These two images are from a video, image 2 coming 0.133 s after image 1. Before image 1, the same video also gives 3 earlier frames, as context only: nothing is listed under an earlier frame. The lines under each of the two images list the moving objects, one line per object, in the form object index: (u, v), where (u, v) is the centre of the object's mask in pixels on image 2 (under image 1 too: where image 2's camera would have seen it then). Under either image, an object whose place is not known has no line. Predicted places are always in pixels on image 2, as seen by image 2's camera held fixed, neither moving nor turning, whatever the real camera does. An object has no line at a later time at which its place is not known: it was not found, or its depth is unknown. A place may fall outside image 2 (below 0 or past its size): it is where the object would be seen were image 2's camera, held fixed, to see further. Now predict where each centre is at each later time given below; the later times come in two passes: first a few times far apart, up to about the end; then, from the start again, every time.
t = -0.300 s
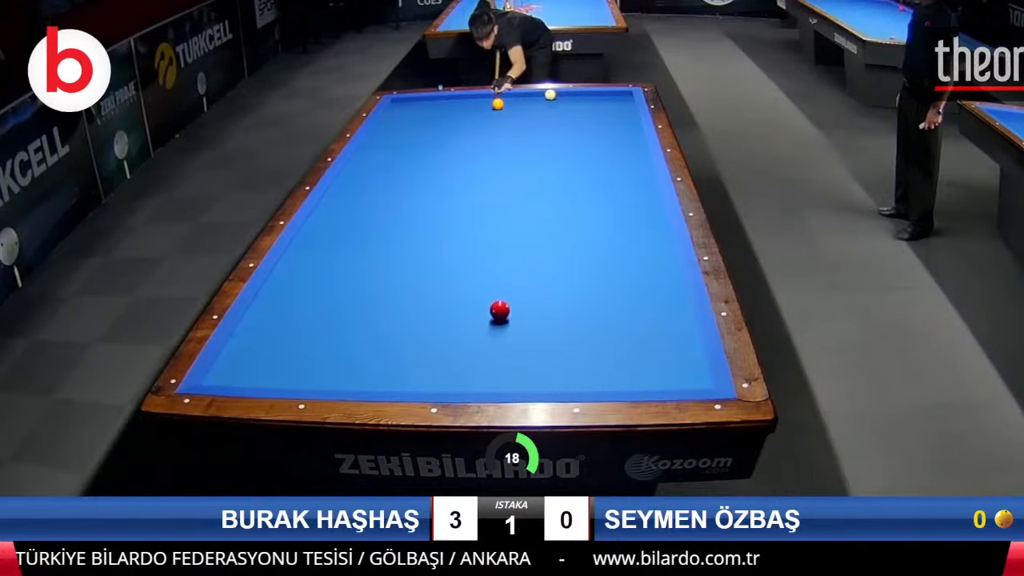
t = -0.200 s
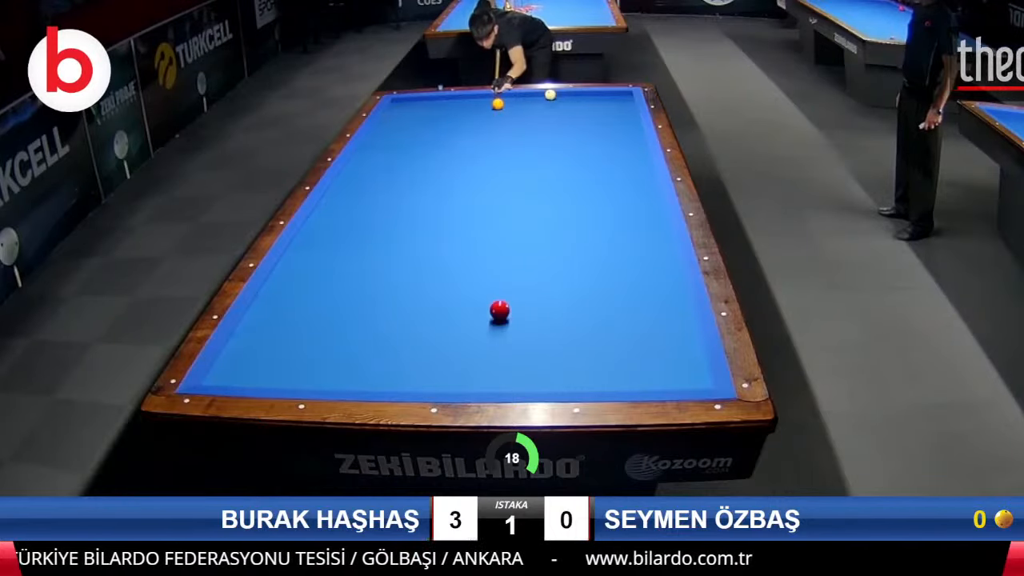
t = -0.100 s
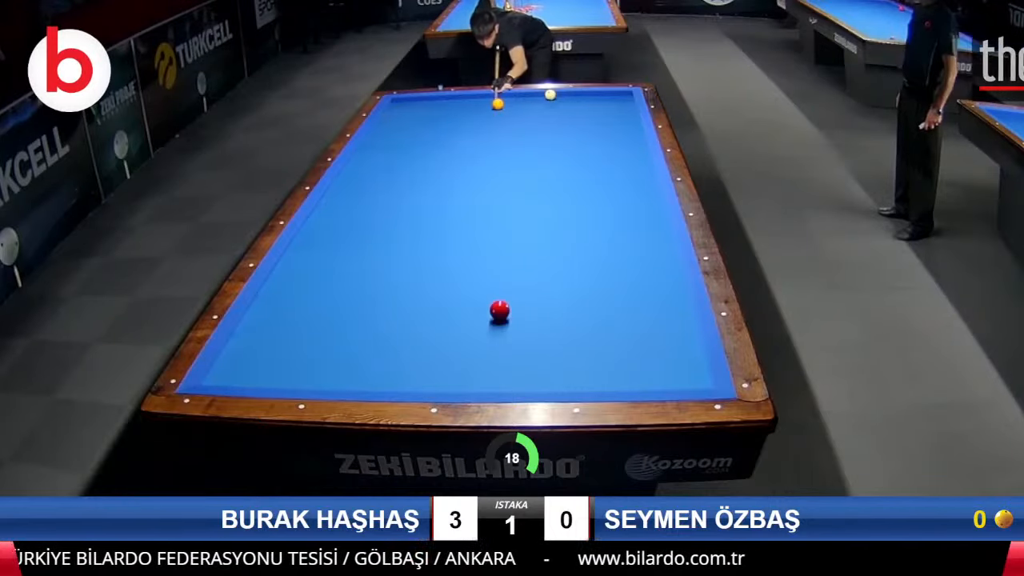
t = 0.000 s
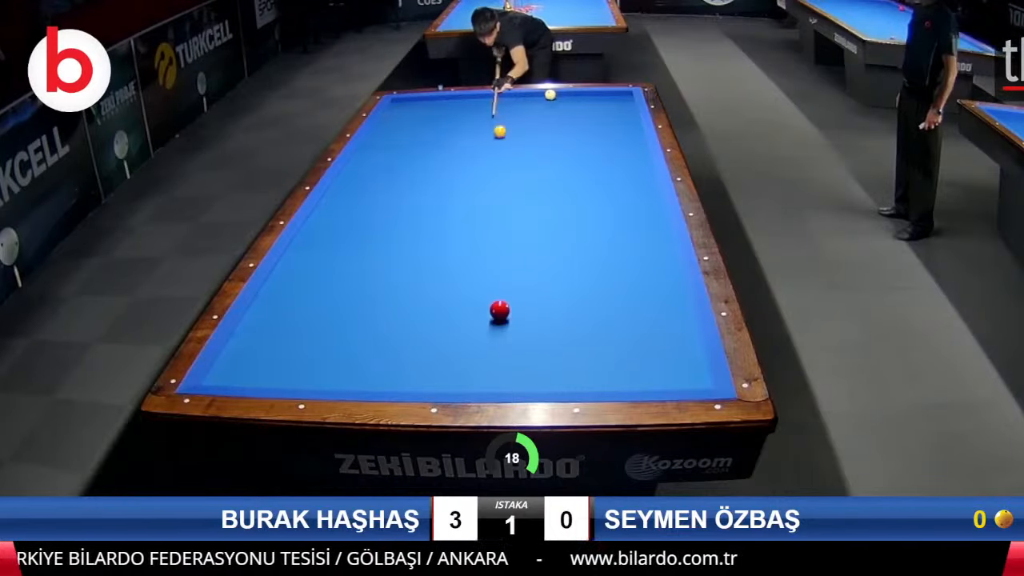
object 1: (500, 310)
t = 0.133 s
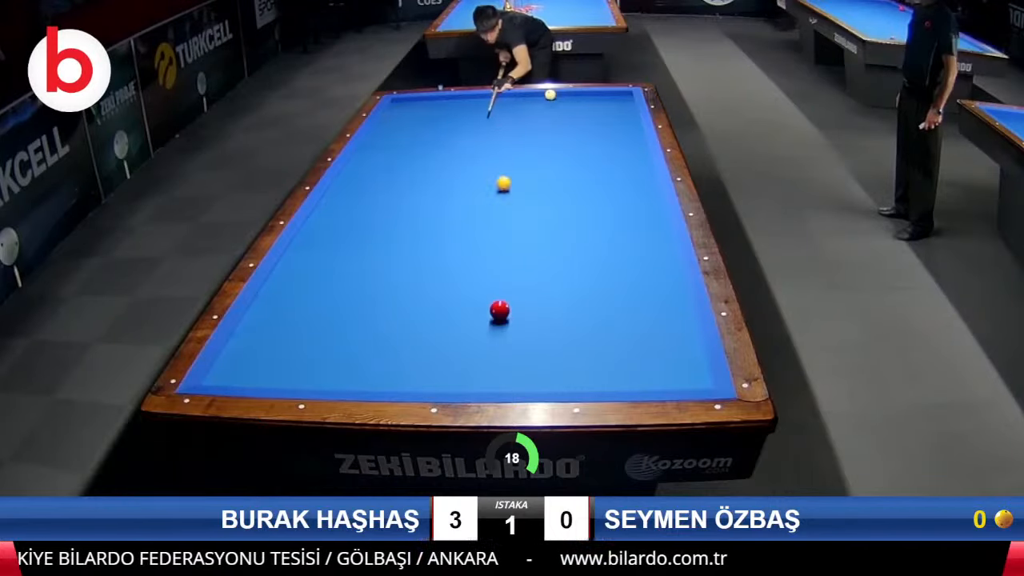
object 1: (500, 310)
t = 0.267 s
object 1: (500, 310)
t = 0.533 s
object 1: (393, 353)
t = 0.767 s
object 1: (368, 274)
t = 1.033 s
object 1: (350, 221)
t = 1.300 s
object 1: (338, 184)
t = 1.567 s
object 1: (374, 154)
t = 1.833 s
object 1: (406, 130)
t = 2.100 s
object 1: (434, 109)
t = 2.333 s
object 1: (454, 99)
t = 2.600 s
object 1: (477, 109)
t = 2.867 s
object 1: (502, 118)
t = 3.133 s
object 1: (529, 128)
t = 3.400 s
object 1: (557, 139)
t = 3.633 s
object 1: (584, 149)
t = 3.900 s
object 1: (616, 162)
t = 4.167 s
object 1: (650, 176)
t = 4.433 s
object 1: (634, 191)
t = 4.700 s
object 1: (617, 206)
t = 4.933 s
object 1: (601, 220)
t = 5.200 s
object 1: (582, 237)
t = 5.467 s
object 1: (561, 255)
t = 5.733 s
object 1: (538, 274)
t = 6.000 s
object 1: (514, 295)
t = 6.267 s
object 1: (489, 318)
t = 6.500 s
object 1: (465, 338)
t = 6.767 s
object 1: (436, 363)
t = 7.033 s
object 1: (407, 383)
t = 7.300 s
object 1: (385, 370)
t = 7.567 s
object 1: (366, 357)
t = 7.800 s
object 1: (350, 346)
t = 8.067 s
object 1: (334, 334)
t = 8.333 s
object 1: (319, 323)
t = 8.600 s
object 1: (306, 313)
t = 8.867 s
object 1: (294, 304)
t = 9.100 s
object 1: (285, 297)
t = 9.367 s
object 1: (275, 290)
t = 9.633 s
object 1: (272, 283)
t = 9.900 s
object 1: (284, 277)
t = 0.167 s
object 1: (500, 310)
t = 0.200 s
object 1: (500, 310)
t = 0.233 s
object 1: (500, 310)
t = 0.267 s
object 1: (500, 310)
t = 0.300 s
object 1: (500, 310)
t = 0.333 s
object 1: (495, 314)
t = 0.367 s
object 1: (471, 335)
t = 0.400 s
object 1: (446, 355)
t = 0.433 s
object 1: (421, 376)
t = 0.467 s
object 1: (403, 382)
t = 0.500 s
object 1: (398, 369)
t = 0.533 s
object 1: (393, 353)
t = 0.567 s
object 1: (388, 338)
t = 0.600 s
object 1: (385, 326)
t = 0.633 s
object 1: (381, 314)
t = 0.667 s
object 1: (378, 302)
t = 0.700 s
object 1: (374, 292)
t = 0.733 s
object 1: (371, 283)
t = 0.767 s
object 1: (368, 274)
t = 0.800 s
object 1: (366, 266)
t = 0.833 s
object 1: (363, 258)
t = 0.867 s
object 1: (361, 251)
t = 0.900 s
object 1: (358, 244)
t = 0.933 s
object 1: (356, 238)
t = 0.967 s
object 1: (354, 232)
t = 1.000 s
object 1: (353, 227)
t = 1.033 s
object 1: (350, 221)
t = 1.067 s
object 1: (349, 216)
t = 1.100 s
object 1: (347, 211)
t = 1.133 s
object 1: (346, 206)
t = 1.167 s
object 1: (343, 201)
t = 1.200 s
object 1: (342, 197)
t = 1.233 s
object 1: (341, 192)
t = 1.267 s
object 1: (339, 187)
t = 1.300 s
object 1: (338, 184)
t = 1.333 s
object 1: (340, 180)
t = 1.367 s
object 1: (346, 176)
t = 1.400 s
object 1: (351, 172)
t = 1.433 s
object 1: (356, 168)
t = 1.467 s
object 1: (361, 164)
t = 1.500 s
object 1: (366, 161)
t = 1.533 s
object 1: (370, 158)
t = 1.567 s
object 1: (374, 154)
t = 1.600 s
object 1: (379, 151)
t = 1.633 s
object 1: (383, 147)
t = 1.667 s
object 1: (387, 145)
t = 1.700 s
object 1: (391, 141)
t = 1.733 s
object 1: (395, 138)
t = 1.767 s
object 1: (398, 136)
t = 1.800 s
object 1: (402, 133)
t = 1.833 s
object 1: (406, 130)
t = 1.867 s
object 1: (410, 127)
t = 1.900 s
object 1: (413, 125)
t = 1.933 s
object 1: (417, 122)
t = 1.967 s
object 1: (420, 120)
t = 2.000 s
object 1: (424, 117)
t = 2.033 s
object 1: (427, 114)
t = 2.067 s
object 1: (430, 112)
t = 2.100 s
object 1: (434, 109)
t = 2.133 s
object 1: (437, 107)
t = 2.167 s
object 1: (440, 105)
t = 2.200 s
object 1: (442, 102)
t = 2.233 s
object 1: (445, 101)
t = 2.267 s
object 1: (448, 98)
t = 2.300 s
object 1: (451, 97)
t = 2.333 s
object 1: (454, 99)
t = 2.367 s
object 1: (456, 100)
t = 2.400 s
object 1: (459, 101)
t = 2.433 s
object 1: (462, 103)
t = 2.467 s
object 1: (465, 104)
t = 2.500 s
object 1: (468, 105)
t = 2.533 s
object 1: (471, 107)
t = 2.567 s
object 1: (474, 108)
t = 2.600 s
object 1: (477, 109)
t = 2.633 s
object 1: (480, 110)
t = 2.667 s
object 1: (483, 110)
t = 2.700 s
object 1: (486, 112)
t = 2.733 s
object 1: (489, 113)
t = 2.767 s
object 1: (492, 114)
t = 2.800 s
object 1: (495, 116)
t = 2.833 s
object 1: (498, 117)
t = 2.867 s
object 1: (502, 118)
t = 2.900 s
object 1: (505, 119)
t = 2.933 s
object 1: (508, 121)
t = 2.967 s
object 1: (512, 122)
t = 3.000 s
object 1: (515, 123)
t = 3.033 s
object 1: (518, 124)
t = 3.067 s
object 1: (522, 126)
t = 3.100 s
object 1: (525, 127)
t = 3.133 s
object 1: (529, 128)
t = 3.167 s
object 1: (532, 129)
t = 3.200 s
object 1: (536, 131)
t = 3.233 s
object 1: (539, 132)
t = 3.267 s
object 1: (542, 134)
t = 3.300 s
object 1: (546, 135)
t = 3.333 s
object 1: (550, 136)
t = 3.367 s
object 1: (553, 138)
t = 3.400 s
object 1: (557, 139)
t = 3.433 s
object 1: (561, 140)
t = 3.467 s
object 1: (565, 142)
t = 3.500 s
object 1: (569, 143)
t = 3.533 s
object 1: (572, 145)
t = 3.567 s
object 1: (576, 146)
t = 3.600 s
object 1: (580, 148)
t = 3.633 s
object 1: (584, 149)
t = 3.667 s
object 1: (588, 151)
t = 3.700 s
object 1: (592, 152)
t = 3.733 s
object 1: (596, 154)
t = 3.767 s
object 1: (600, 155)
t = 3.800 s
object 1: (604, 157)
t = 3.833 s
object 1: (608, 159)
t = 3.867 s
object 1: (612, 161)
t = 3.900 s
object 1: (616, 162)
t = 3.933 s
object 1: (621, 164)
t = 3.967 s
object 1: (625, 166)
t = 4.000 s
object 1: (629, 168)
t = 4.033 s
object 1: (633, 169)
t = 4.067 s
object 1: (638, 171)
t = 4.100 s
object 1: (642, 173)
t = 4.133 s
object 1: (647, 175)
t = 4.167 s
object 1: (650, 176)
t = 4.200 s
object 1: (647, 178)
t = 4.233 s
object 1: (645, 180)
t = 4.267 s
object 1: (643, 182)
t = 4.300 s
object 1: (641, 183)
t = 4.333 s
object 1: (639, 185)
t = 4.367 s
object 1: (637, 187)
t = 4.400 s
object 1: (635, 189)
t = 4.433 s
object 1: (634, 191)
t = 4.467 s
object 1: (631, 192)
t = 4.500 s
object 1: (629, 194)
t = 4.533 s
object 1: (627, 196)
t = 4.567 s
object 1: (625, 198)
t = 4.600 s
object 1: (623, 200)
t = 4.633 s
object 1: (621, 202)
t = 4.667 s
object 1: (619, 203)
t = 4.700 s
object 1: (617, 206)
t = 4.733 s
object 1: (614, 207)
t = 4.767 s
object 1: (612, 209)
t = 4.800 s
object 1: (610, 211)
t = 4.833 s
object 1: (608, 213)
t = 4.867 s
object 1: (605, 215)
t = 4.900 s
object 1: (603, 217)
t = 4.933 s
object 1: (601, 220)
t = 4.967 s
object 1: (598, 222)
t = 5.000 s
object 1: (596, 224)
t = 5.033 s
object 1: (594, 226)
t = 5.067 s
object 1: (591, 228)
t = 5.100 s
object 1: (589, 230)
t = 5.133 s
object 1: (586, 232)
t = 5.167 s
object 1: (584, 234)
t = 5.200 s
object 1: (582, 237)
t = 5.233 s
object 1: (579, 239)
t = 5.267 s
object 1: (576, 241)
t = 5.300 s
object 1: (574, 243)
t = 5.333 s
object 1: (571, 246)
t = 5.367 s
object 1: (569, 248)
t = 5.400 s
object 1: (566, 250)
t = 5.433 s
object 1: (563, 253)
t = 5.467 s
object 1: (561, 255)
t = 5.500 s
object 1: (558, 257)
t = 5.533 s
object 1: (555, 260)
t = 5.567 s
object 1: (553, 262)
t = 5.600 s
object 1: (550, 265)
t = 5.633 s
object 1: (547, 267)
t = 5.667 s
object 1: (544, 269)
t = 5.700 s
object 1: (541, 272)
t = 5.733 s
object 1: (538, 274)
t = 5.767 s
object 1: (535, 277)
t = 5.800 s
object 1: (532, 280)
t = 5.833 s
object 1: (530, 282)
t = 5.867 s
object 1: (527, 285)
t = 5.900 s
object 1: (524, 287)
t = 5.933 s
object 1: (521, 290)
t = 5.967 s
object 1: (517, 293)
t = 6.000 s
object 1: (514, 295)
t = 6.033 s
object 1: (511, 298)
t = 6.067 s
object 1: (508, 301)
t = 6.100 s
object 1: (505, 304)
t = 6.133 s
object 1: (502, 306)
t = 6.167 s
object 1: (499, 309)
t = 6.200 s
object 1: (495, 312)
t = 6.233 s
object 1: (492, 315)
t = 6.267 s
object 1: (489, 318)
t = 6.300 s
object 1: (485, 321)
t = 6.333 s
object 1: (482, 323)
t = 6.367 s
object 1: (479, 326)
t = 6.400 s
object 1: (475, 329)
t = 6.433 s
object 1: (472, 332)
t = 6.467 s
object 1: (468, 335)
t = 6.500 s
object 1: (465, 338)
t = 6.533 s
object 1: (461, 341)
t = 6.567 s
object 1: (458, 344)
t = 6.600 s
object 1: (454, 347)
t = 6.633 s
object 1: (451, 351)
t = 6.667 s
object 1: (447, 354)
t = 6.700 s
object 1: (444, 357)
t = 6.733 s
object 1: (440, 360)
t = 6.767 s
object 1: (436, 363)
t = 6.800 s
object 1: (433, 366)
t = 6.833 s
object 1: (429, 370)
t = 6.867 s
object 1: (425, 373)
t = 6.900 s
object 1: (422, 376)
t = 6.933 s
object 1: (418, 379)
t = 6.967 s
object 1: (414, 381)
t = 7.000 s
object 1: (410, 383)
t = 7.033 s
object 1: (407, 383)
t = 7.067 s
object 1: (404, 382)
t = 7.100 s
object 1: (401, 381)
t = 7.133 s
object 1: (399, 379)
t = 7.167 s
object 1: (396, 378)
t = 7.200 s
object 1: (393, 376)
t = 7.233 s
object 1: (391, 374)
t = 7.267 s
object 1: (388, 372)
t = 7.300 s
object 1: (385, 370)
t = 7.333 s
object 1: (383, 369)
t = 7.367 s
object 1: (380, 367)
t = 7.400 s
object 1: (378, 365)
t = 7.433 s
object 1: (375, 363)
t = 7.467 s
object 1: (373, 362)
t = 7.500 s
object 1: (371, 360)
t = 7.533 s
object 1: (368, 358)
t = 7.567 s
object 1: (366, 357)
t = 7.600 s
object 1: (364, 355)
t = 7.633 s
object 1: (362, 353)
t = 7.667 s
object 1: (359, 352)
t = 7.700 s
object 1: (357, 350)
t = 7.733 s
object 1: (355, 349)
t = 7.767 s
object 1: (352, 347)
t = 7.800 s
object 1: (350, 346)
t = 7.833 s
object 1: (348, 344)
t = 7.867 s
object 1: (346, 343)
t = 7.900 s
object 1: (344, 341)
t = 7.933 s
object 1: (342, 339)
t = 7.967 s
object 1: (340, 338)
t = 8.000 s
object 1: (338, 337)
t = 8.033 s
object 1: (336, 335)
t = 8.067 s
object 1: (334, 334)
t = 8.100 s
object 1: (332, 333)
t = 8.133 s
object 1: (330, 331)
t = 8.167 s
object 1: (328, 330)
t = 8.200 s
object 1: (327, 329)
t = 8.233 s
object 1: (325, 327)
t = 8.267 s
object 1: (323, 326)
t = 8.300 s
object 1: (321, 324)
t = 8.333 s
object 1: (319, 323)
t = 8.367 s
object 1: (318, 322)
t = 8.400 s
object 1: (316, 321)
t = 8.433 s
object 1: (314, 320)
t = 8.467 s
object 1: (313, 319)
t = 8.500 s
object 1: (311, 317)
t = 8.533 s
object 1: (309, 315)
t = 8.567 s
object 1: (308, 315)
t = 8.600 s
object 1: (306, 313)
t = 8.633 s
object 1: (305, 312)
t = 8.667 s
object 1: (303, 311)
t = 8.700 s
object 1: (301, 310)
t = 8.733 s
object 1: (300, 309)
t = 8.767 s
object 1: (298, 308)
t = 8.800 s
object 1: (297, 307)
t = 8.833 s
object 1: (296, 305)
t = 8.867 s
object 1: (294, 304)
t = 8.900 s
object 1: (293, 304)
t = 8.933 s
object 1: (291, 302)
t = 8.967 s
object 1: (290, 301)
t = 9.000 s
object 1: (289, 300)
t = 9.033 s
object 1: (287, 299)
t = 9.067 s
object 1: (286, 298)
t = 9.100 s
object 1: (285, 297)
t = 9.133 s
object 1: (283, 296)
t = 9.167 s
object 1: (282, 295)
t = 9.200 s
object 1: (281, 294)
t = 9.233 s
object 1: (280, 293)
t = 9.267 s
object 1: (278, 292)
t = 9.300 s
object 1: (277, 291)
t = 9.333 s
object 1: (276, 291)
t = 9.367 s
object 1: (275, 290)
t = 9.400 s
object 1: (274, 289)
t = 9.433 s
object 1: (272, 288)
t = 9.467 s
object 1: (271, 287)
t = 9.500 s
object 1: (270, 286)
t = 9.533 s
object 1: (269, 285)
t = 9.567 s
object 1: (270, 284)
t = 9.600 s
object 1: (271, 283)
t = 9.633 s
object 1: (272, 283)
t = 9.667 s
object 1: (274, 282)
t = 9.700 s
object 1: (275, 281)
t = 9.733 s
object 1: (277, 281)
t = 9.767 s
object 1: (278, 280)
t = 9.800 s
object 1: (280, 279)
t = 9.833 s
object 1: (281, 278)
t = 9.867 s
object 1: (282, 278)
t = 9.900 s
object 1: (284, 277)
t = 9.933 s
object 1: (285, 276)
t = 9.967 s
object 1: (286, 276)
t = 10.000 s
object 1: (287, 275)
